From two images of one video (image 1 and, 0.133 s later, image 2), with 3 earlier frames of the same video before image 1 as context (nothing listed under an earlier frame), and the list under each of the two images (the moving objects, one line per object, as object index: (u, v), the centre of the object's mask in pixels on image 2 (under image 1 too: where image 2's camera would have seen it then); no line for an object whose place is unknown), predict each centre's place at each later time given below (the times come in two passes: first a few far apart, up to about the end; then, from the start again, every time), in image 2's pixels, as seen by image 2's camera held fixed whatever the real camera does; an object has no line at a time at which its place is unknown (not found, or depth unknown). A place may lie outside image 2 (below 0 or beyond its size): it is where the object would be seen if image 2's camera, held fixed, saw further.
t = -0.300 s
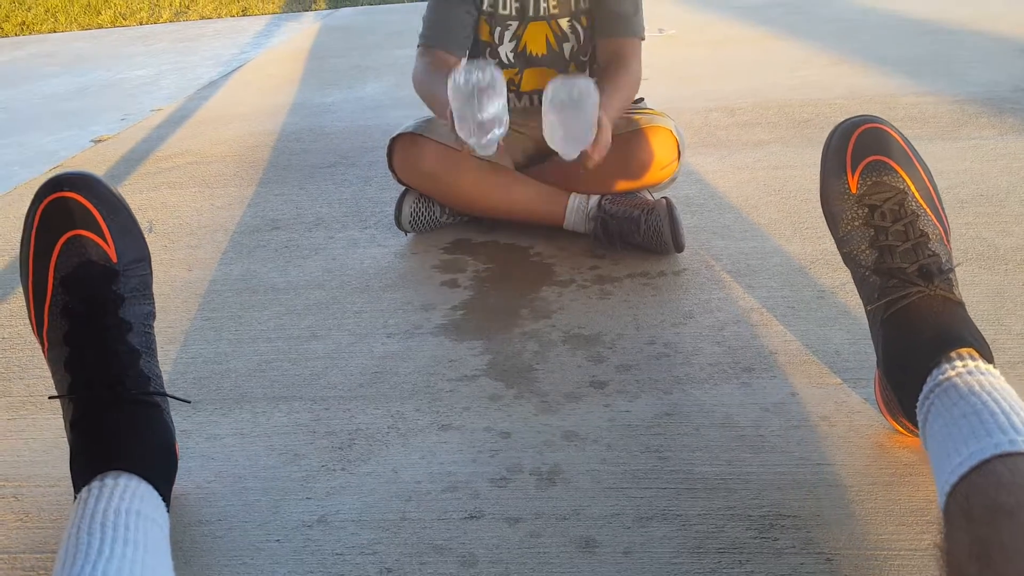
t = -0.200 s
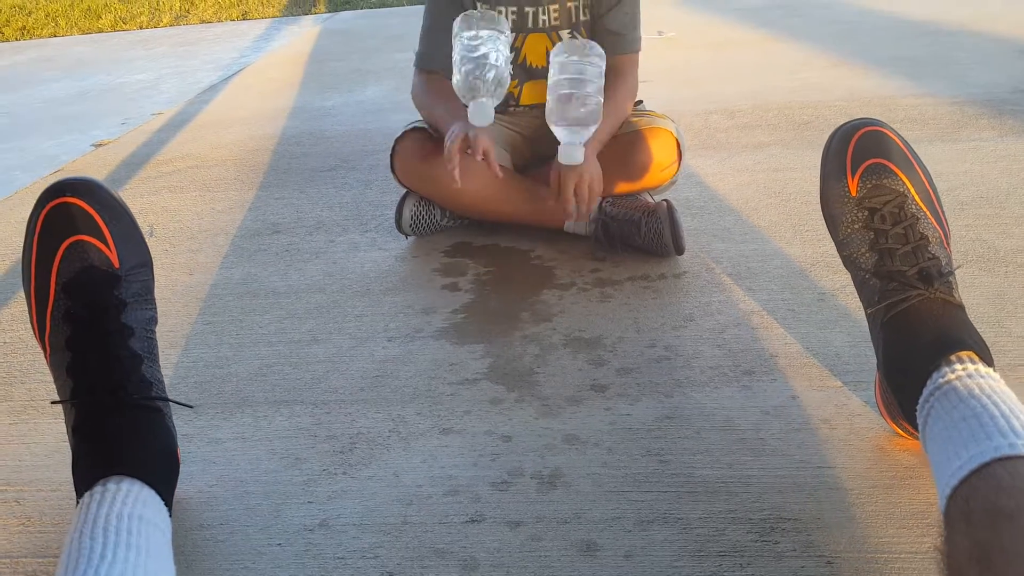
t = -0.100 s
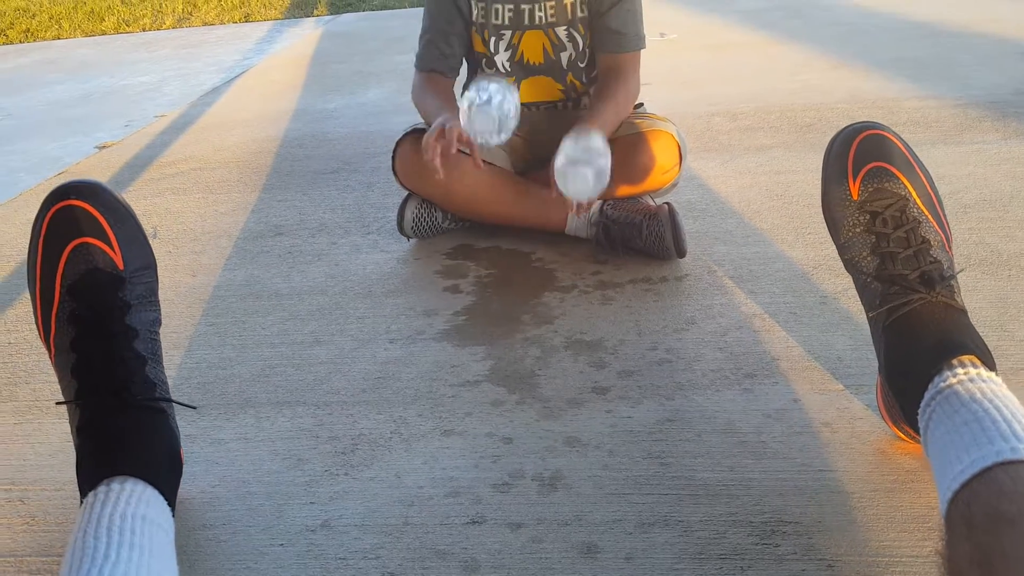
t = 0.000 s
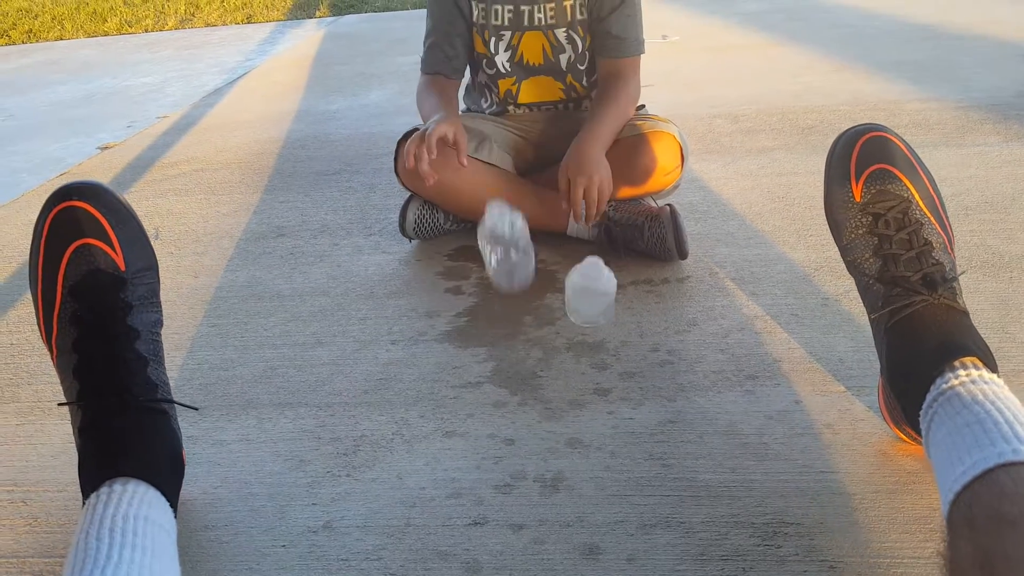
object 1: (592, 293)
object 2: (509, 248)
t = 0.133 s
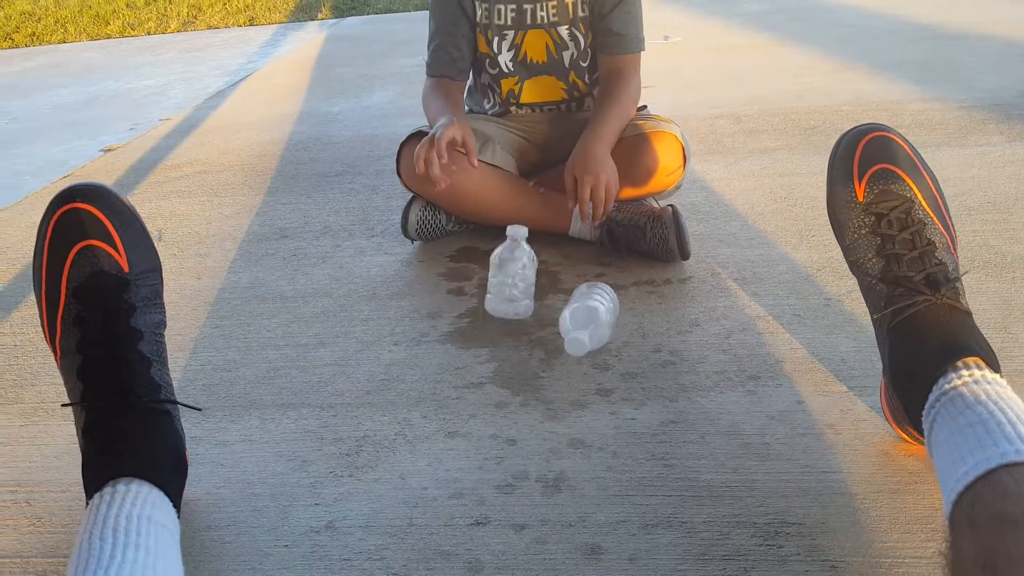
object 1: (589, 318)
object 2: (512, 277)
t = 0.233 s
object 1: (588, 321)
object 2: (511, 271)
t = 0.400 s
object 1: (586, 322)
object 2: (487, 282)
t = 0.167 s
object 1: (588, 321)
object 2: (512, 274)
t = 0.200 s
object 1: (589, 321)
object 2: (511, 272)
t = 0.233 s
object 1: (588, 321)
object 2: (511, 271)
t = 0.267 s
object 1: (587, 322)
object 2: (509, 271)
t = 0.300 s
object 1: (587, 321)
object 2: (504, 273)
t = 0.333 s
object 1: (586, 321)
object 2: (498, 275)
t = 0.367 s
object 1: (586, 321)
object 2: (490, 280)
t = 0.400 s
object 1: (586, 322)
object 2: (487, 282)
